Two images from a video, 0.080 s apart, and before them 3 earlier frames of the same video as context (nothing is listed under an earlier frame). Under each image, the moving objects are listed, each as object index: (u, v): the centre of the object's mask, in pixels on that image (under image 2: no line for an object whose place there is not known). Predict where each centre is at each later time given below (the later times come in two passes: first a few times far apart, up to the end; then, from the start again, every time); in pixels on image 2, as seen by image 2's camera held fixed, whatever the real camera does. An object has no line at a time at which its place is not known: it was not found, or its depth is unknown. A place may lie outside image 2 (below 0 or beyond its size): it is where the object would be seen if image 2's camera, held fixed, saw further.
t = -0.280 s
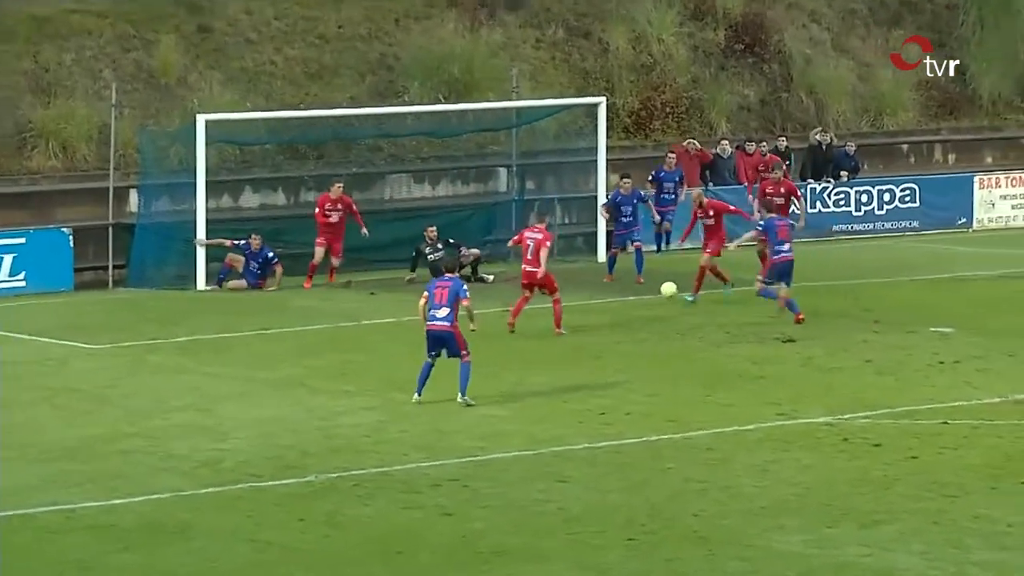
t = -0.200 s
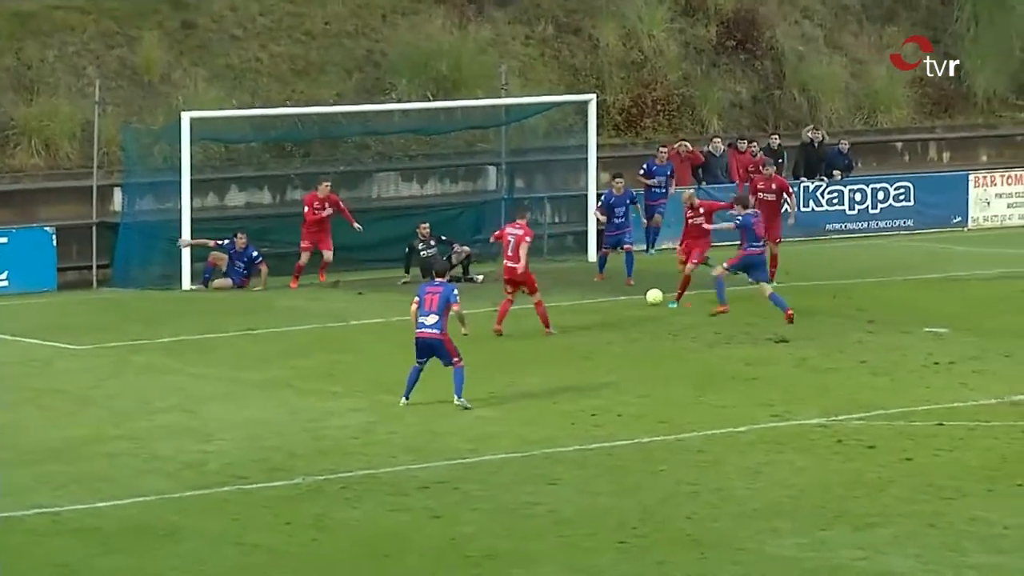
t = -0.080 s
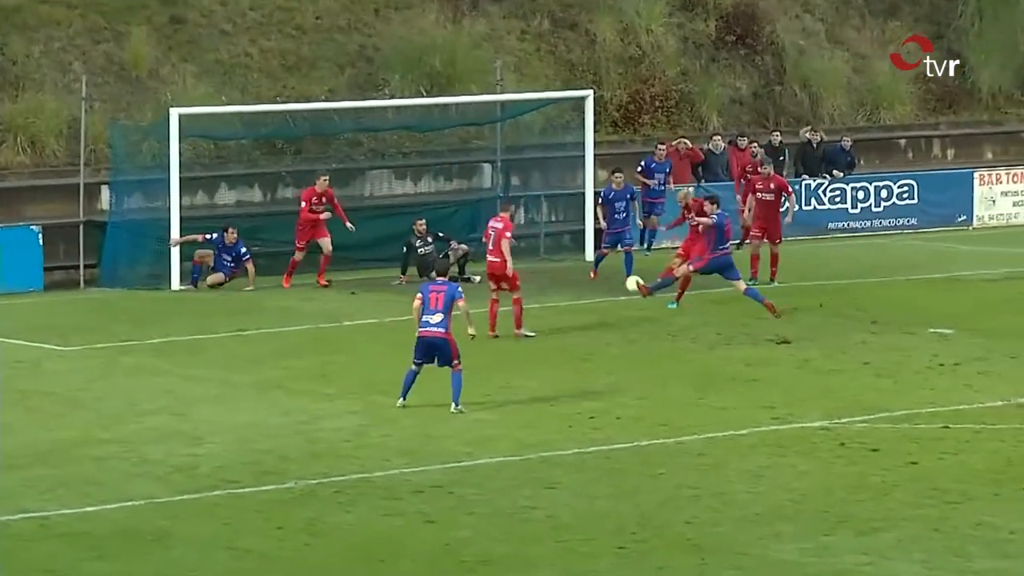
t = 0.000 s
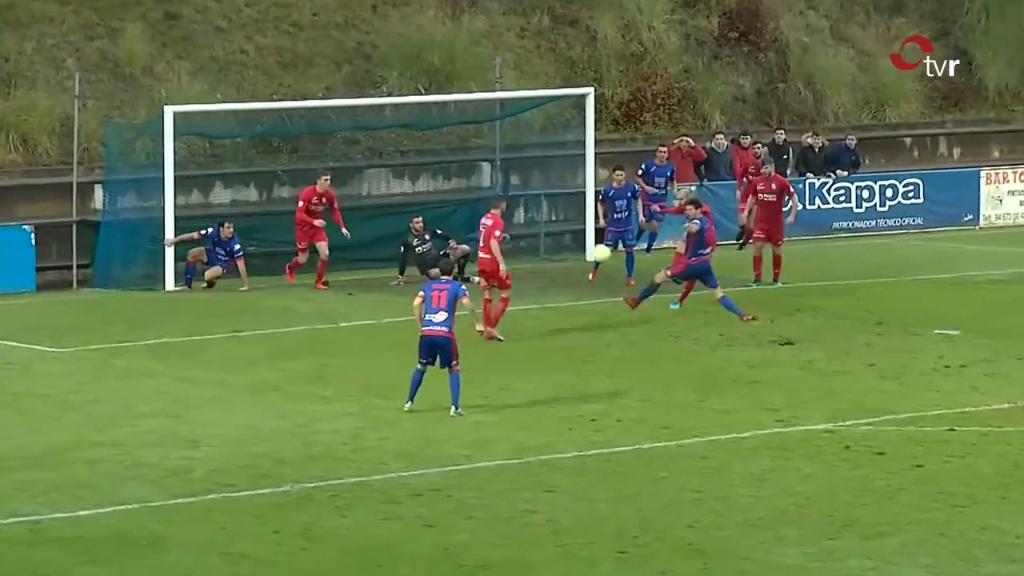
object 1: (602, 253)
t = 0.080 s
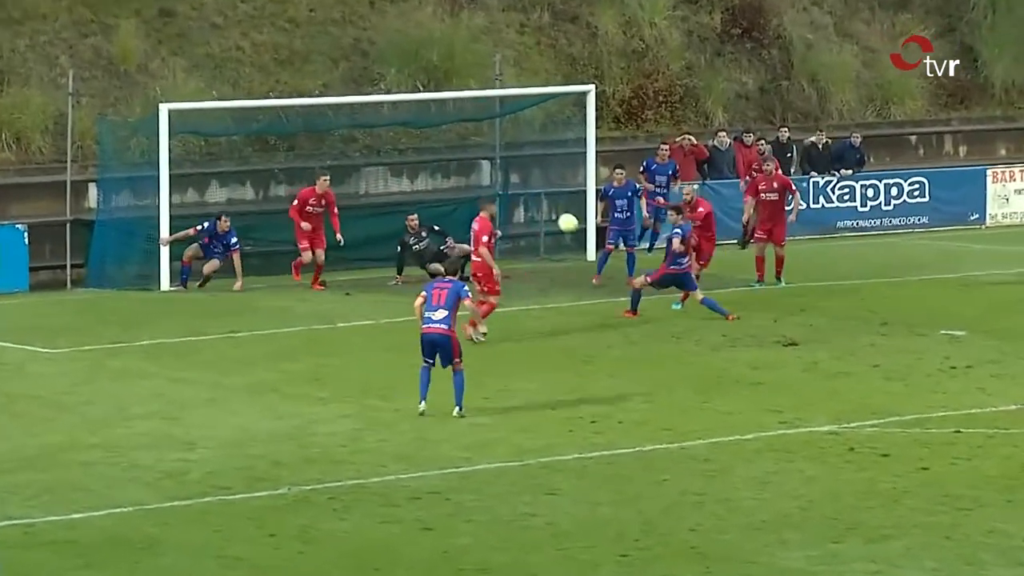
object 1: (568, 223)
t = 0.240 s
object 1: (500, 170)
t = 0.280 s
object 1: (484, 157)
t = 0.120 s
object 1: (551, 209)
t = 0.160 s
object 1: (534, 194)
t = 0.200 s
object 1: (517, 181)
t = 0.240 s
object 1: (500, 170)
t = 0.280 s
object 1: (484, 157)
